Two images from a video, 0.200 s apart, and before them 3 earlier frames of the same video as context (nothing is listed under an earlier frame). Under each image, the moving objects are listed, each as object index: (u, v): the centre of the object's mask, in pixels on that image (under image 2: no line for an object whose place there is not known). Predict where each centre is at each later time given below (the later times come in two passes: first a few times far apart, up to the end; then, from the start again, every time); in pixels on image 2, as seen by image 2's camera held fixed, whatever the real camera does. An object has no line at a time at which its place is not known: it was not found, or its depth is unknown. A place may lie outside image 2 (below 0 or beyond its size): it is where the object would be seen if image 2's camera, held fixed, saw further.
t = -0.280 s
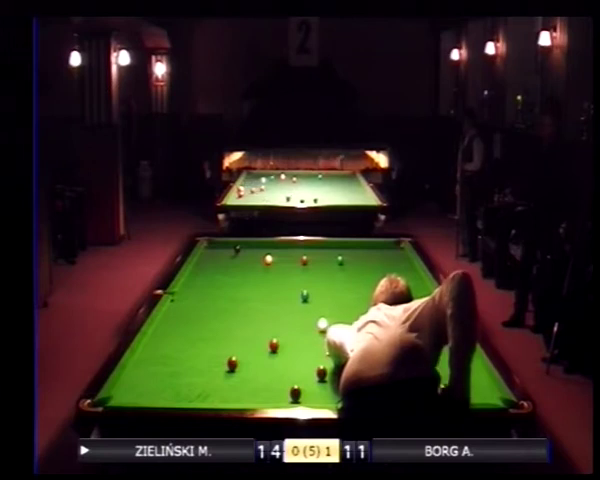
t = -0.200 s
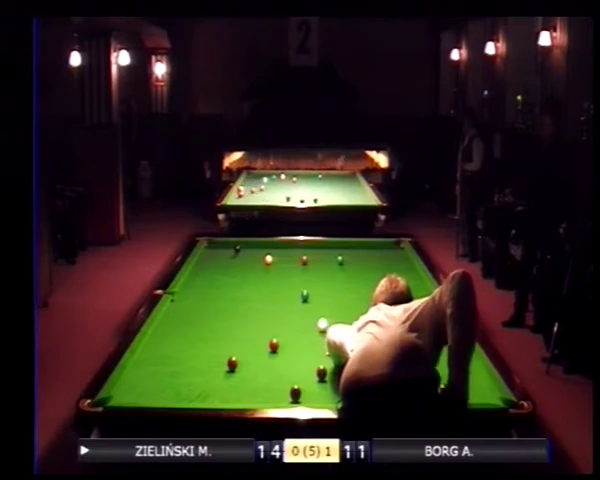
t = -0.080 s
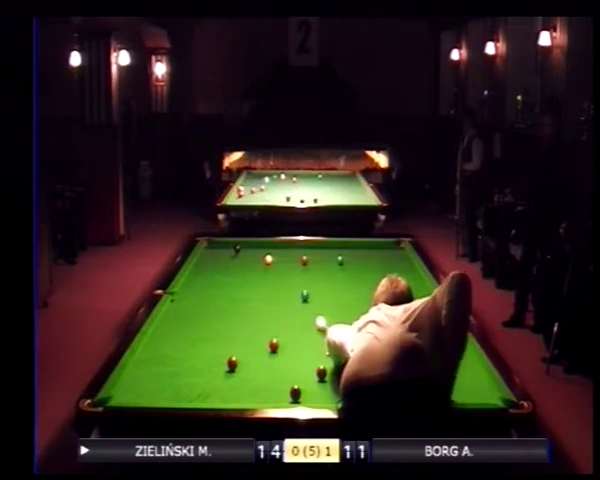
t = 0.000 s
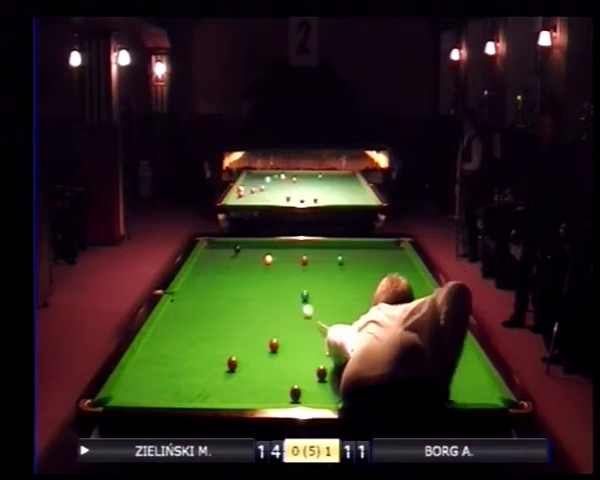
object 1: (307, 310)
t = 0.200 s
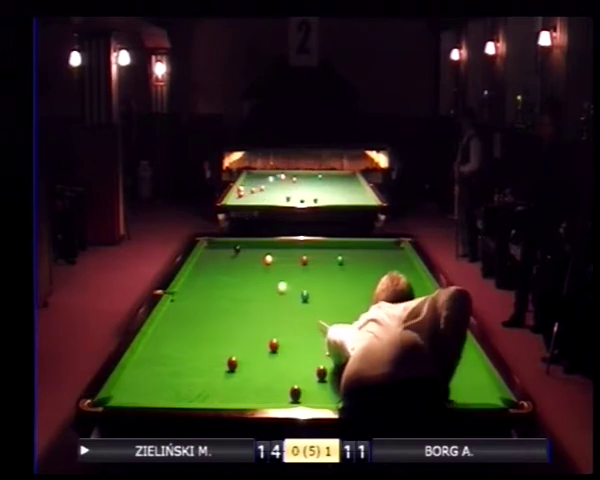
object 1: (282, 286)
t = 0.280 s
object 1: (274, 279)
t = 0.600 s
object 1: (249, 256)
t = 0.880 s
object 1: (252, 245)
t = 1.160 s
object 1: (260, 245)
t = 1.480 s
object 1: (265, 252)
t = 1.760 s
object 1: (272, 256)
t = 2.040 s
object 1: (281, 259)
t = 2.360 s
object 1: (292, 262)
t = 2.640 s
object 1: (300, 264)
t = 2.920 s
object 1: (309, 267)
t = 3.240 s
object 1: (318, 268)
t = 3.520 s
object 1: (326, 270)
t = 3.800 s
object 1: (333, 272)
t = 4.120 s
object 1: (340, 274)
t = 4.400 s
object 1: (346, 275)
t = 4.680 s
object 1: (351, 276)
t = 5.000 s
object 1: (355, 277)
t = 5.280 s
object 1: (359, 278)
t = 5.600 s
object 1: (362, 279)
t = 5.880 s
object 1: (364, 279)
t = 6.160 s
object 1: (366, 280)
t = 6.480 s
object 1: (367, 279)
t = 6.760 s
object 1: (367, 280)
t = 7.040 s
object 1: (367, 280)
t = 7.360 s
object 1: (367, 280)
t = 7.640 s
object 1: (367, 280)
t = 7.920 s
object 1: (367, 280)
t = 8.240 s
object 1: (367, 280)
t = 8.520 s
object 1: (367, 280)
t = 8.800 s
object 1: (367, 280)
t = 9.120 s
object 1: (367, 280)
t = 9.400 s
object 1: (367, 280)
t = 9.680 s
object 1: (367, 280)
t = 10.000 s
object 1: (367, 280)
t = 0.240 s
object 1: (278, 282)
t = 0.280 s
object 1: (274, 279)
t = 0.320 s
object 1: (271, 276)
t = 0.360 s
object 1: (267, 273)
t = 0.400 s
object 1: (264, 270)
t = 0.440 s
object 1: (260, 267)
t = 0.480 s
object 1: (257, 264)
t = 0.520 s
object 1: (255, 261)
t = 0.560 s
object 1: (252, 258)
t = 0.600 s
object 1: (249, 256)
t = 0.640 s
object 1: (246, 254)
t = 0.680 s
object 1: (244, 251)
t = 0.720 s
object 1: (242, 248)
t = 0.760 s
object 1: (245, 248)
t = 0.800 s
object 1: (248, 247)
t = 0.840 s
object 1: (250, 246)
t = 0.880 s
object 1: (252, 245)
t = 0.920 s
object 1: (254, 244)
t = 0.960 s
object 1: (256, 243)
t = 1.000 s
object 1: (257, 242)
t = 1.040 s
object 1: (258, 242)
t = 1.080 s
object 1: (259, 243)
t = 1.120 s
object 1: (260, 244)
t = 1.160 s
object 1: (260, 245)
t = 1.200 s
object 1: (261, 246)
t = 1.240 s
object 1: (262, 246)
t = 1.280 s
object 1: (262, 247)
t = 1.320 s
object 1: (263, 248)
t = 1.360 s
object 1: (264, 249)
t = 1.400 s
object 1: (264, 250)
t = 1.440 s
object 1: (265, 251)
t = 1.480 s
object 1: (265, 252)
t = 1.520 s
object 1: (266, 252)
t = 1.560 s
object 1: (267, 253)
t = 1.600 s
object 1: (268, 253)
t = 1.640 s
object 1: (269, 254)
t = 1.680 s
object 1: (270, 254)
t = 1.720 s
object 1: (271, 255)
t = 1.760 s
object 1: (272, 256)
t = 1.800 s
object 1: (274, 257)
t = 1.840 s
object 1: (275, 258)
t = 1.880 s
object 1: (276, 258)
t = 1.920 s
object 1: (277, 258)
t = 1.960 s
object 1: (279, 258)
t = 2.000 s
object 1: (280, 259)
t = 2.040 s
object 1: (281, 259)
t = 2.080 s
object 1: (283, 260)
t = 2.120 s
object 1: (284, 260)
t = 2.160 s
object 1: (286, 260)
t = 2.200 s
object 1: (287, 260)
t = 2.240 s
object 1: (288, 261)
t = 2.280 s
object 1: (289, 261)
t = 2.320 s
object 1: (291, 262)
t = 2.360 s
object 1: (292, 262)
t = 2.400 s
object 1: (293, 263)
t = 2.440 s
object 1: (294, 263)
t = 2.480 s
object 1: (296, 263)
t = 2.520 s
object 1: (297, 263)
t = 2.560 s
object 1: (298, 264)
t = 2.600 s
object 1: (299, 264)
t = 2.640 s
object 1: (300, 264)
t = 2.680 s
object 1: (302, 265)
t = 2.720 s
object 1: (303, 265)
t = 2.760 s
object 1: (304, 265)
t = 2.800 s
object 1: (306, 266)
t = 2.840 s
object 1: (307, 266)
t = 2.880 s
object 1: (309, 266)
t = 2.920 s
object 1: (309, 267)
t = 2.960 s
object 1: (310, 267)
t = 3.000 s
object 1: (311, 267)
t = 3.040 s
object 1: (313, 267)
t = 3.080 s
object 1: (314, 267)
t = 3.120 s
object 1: (315, 268)
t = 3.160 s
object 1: (316, 268)
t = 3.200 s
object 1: (317, 268)
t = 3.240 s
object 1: (318, 268)
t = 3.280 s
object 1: (319, 269)
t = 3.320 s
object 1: (320, 269)
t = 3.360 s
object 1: (321, 269)
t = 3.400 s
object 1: (323, 270)
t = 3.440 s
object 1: (323, 270)
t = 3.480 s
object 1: (324, 270)
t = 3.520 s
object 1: (326, 270)
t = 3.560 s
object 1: (327, 270)
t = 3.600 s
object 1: (328, 271)
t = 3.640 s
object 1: (329, 271)
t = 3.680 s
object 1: (330, 271)
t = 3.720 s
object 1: (331, 271)
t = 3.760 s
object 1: (332, 272)
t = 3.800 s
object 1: (333, 272)
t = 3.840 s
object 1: (334, 272)
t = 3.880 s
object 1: (335, 272)
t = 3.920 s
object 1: (335, 273)
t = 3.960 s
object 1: (336, 273)
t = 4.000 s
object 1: (337, 273)
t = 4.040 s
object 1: (338, 273)
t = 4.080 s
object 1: (339, 273)
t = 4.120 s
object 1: (340, 274)
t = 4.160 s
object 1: (341, 274)
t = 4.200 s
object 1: (342, 274)
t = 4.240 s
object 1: (342, 274)
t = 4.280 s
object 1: (343, 274)
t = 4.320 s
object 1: (344, 274)
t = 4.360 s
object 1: (345, 275)
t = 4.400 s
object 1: (346, 275)
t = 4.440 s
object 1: (346, 275)
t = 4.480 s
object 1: (347, 275)
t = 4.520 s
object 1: (348, 275)
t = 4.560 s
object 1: (349, 276)
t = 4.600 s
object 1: (349, 276)
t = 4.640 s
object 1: (350, 276)
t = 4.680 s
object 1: (351, 276)
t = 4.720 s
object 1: (351, 276)
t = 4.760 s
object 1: (352, 276)
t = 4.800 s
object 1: (352, 277)
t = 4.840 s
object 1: (353, 277)
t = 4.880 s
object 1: (354, 277)
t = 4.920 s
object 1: (354, 277)
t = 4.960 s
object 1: (355, 277)
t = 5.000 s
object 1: (355, 277)
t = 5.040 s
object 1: (356, 277)
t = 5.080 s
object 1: (356, 278)
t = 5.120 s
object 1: (357, 278)
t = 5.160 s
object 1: (357, 278)
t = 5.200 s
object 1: (358, 278)
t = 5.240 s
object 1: (358, 278)
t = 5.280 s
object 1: (359, 278)
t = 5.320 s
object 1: (359, 278)
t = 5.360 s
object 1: (360, 279)
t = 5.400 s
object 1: (360, 279)
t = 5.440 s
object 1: (361, 279)
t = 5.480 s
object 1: (361, 279)
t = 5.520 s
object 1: (362, 279)
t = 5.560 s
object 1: (362, 279)
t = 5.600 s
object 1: (362, 279)
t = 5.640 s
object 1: (362, 279)
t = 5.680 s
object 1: (363, 279)
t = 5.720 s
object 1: (363, 279)
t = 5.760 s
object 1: (364, 279)
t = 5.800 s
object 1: (364, 279)
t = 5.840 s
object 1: (364, 279)
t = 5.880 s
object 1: (364, 279)
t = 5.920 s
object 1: (365, 279)
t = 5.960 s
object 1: (365, 279)
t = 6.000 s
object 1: (365, 279)
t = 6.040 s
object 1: (365, 279)
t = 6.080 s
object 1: (366, 279)
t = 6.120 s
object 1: (366, 279)
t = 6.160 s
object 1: (366, 280)
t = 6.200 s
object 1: (366, 280)
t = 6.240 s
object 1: (366, 280)
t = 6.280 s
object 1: (367, 280)
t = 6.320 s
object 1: (367, 280)
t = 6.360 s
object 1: (367, 280)
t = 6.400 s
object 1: (367, 280)
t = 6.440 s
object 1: (367, 279)
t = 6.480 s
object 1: (367, 279)
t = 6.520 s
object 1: (367, 279)
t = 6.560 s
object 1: (367, 279)
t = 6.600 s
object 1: (367, 279)
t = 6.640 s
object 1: (367, 279)
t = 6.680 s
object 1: (367, 279)
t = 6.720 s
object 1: (367, 280)
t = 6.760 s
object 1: (367, 280)
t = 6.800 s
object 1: (367, 280)
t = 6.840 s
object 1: (367, 280)
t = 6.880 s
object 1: (367, 280)
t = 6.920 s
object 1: (367, 280)
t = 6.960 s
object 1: (367, 280)
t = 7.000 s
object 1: (367, 280)
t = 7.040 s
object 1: (367, 280)
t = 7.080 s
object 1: (367, 280)
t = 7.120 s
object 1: (367, 280)
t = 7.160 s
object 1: (367, 280)
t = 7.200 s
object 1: (367, 280)
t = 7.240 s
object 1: (367, 280)
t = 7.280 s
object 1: (367, 280)
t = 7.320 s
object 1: (367, 280)
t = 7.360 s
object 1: (367, 280)
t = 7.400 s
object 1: (367, 280)
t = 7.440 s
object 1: (367, 280)
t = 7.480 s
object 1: (367, 280)
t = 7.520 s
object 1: (367, 280)
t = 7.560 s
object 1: (367, 280)
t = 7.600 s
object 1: (367, 280)
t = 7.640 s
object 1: (367, 280)
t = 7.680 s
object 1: (367, 280)
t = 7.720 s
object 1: (367, 280)
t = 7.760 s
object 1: (367, 280)
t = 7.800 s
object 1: (367, 280)
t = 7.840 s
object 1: (367, 280)
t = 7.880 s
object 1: (367, 280)
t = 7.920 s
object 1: (367, 280)
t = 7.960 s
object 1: (367, 280)
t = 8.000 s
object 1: (367, 280)
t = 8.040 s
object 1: (367, 280)
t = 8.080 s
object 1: (367, 280)
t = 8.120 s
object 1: (367, 280)
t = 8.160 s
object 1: (367, 280)
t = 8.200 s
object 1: (367, 280)
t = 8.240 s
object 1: (367, 280)
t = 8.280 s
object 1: (367, 280)
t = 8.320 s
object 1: (367, 280)
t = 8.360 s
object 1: (367, 280)
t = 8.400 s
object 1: (367, 280)
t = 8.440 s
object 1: (367, 280)
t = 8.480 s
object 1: (367, 280)
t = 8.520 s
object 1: (367, 280)
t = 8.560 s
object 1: (367, 280)
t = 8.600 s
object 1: (367, 280)
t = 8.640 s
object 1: (367, 280)
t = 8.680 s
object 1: (367, 280)
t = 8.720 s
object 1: (367, 280)
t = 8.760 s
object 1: (367, 280)
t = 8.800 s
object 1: (367, 280)
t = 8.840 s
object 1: (367, 280)
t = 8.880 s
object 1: (367, 280)
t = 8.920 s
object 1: (367, 280)
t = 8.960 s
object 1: (367, 280)
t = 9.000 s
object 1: (367, 280)
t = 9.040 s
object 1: (367, 280)
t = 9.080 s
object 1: (367, 280)
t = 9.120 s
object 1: (367, 280)
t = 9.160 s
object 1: (367, 280)
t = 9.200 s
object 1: (367, 280)
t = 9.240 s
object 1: (367, 280)
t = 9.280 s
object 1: (367, 280)
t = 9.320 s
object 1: (367, 280)
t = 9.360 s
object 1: (367, 280)
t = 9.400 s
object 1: (367, 280)
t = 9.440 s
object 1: (367, 280)
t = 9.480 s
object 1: (367, 280)
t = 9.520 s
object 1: (367, 280)
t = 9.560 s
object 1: (367, 280)
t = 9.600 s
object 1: (367, 280)
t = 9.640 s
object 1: (367, 280)
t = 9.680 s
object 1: (367, 280)
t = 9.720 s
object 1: (367, 280)
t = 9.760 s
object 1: (367, 280)
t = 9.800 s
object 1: (367, 280)
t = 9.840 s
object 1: (367, 280)
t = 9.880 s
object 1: (367, 280)
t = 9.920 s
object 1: (367, 280)
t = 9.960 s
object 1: (367, 280)
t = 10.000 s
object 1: (367, 280)
